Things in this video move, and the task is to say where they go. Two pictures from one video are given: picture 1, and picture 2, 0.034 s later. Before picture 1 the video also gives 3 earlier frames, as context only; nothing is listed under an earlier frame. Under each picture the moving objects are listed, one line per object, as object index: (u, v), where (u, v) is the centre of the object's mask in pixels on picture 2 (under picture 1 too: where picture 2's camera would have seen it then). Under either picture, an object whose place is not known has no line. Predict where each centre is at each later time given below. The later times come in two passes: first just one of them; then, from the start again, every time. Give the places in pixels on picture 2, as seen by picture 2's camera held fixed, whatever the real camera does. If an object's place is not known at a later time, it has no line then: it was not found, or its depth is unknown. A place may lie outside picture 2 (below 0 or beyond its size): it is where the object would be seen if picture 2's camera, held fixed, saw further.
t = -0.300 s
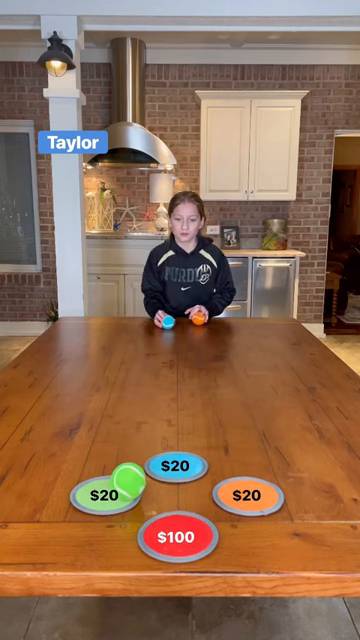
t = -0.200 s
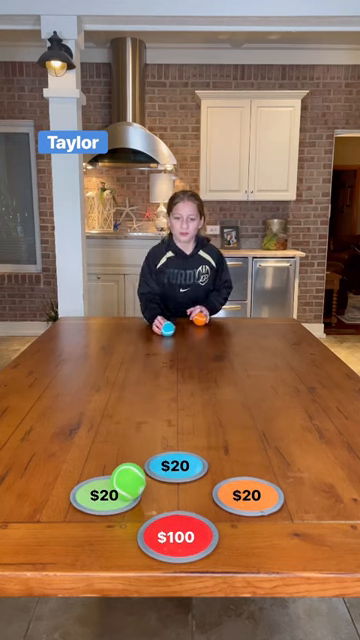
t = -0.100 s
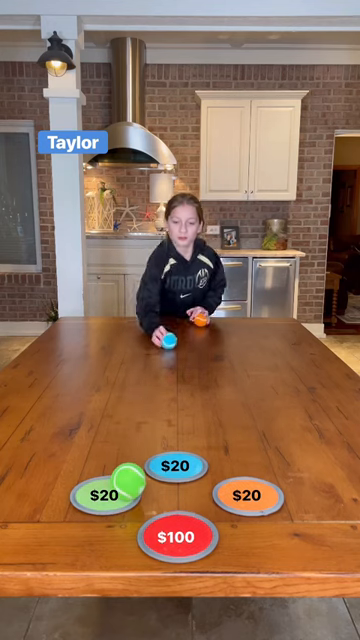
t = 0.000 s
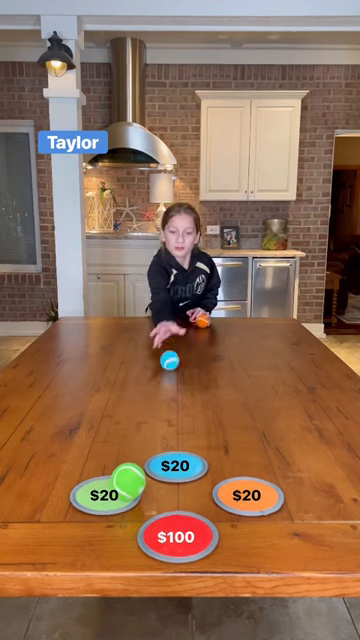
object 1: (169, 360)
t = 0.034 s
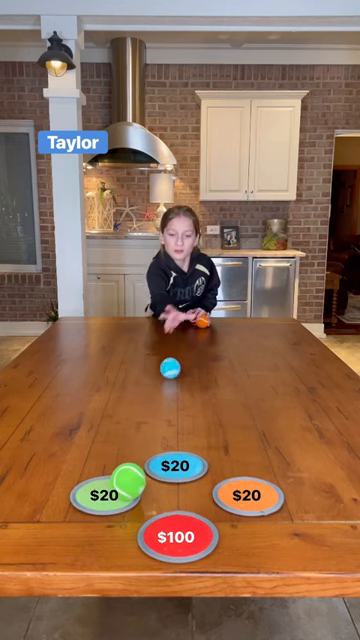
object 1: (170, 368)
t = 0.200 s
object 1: (175, 413)
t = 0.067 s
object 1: (171, 376)
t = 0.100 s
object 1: (172, 384)
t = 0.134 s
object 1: (173, 392)
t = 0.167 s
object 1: (174, 402)
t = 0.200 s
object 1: (175, 413)
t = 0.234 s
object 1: (177, 423)
